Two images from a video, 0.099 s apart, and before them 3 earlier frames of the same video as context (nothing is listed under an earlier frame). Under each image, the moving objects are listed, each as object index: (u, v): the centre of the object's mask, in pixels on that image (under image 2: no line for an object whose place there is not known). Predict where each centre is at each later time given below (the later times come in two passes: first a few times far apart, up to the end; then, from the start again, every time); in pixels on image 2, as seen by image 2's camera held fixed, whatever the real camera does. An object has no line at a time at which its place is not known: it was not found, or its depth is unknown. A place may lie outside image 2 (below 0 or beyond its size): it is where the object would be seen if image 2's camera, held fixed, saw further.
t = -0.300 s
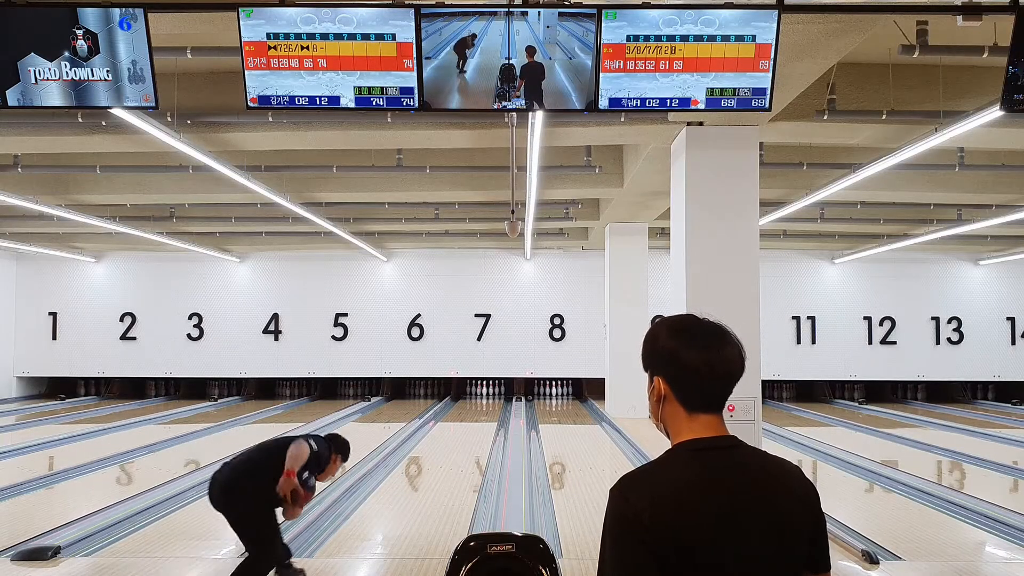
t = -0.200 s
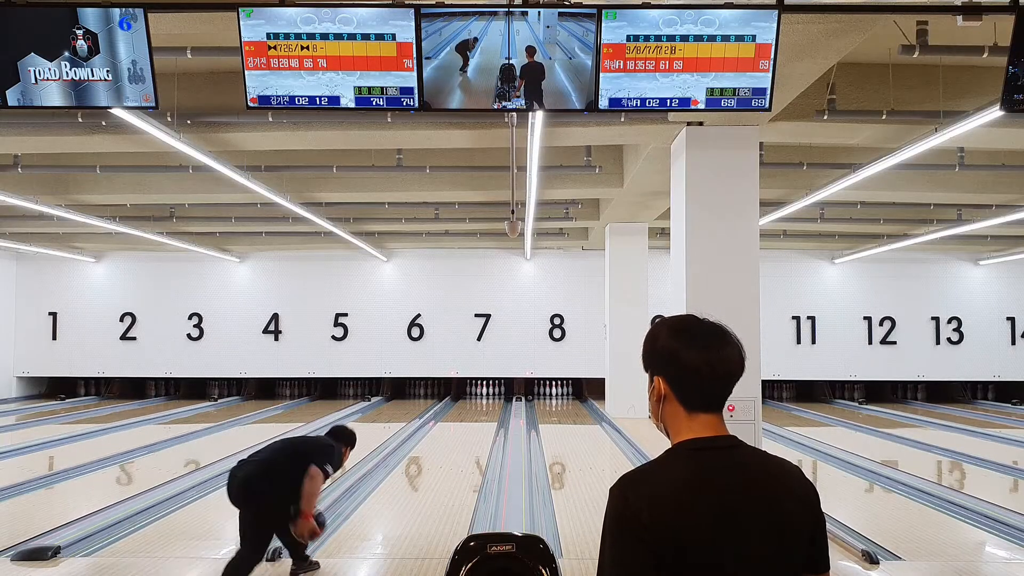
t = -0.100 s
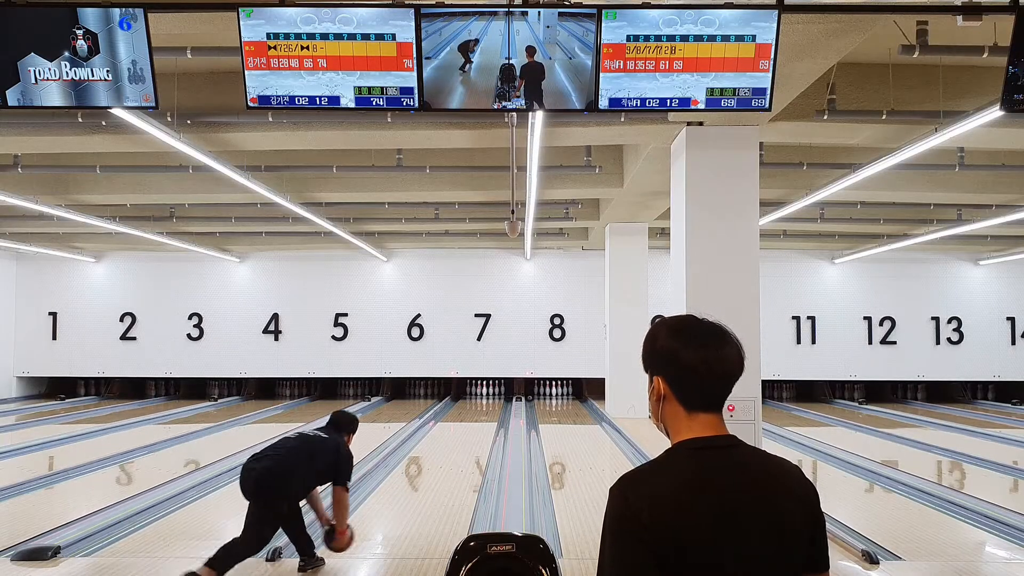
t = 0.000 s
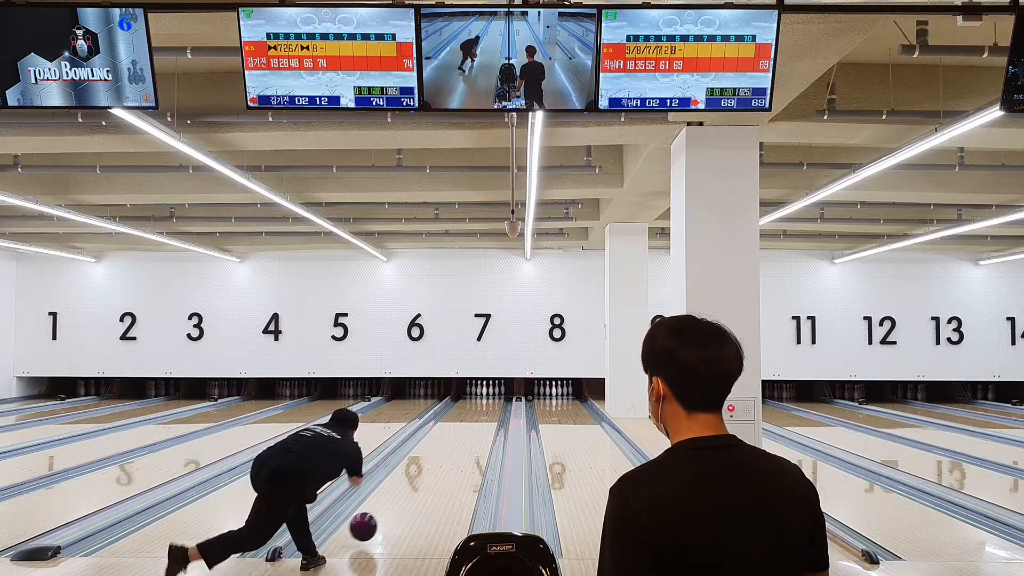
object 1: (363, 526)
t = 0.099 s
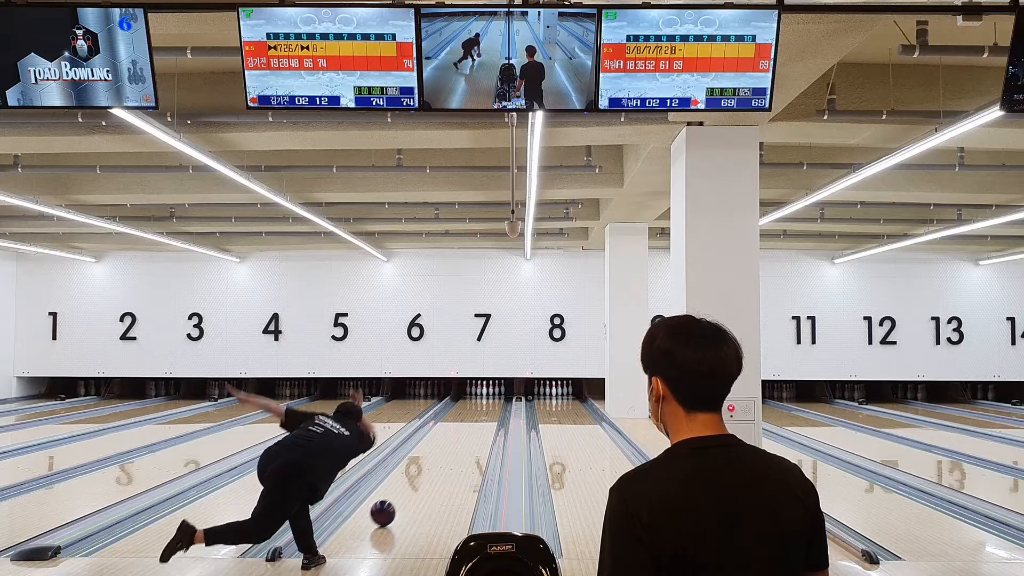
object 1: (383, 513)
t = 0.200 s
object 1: (399, 498)
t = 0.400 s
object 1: (424, 474)
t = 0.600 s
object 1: (442, 457)
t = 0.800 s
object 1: (456, 443)
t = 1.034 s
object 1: (468, 431)
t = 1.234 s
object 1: (476, 422)
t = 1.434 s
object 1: (482, 415)
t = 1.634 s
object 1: (486, 409)
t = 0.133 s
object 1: (389, 507)
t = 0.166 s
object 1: (394, 502)
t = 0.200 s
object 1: (399, 498)
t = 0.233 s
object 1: (404, 493)
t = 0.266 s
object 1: (408, 489)
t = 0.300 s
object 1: (413, 485)
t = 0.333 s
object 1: (417, 481)
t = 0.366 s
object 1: (420, 478)
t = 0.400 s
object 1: (424, 474)
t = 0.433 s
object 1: (428, 471)
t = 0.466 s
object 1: (431, 468)
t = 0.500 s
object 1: (434, 465)
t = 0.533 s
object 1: (437, 462)
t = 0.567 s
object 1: (440, 459)
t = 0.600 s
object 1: (442, 457)
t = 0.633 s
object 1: (445, 454)
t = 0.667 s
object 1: (447, 452)
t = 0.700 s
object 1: (450, 449)
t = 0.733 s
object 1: (452, 447)
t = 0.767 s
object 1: (454, 445)
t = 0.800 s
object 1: (456, 443)
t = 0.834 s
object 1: (458, 441)
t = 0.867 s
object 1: (460, 439)
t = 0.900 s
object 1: (462, 437)
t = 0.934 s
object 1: (463, 435)
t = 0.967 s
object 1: (465, 434)
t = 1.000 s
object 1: (467, 432)
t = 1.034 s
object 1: (468, 431)
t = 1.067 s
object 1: (469, 429)
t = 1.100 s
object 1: (471, 427)
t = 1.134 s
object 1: (472, 426)
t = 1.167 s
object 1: (473, 425)
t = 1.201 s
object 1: (475, 423)
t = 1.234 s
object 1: (476, 422)
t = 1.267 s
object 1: (477, 421)
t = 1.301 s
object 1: (478, 420)
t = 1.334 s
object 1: (479, 419)
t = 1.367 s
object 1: (480, 417)
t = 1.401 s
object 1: (481, 416)
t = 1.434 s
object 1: (482, 415)
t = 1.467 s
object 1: (482, 414)
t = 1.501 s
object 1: (483, 413)
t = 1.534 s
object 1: (484, 412)
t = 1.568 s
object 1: (485, 411)
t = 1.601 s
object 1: (486, 410)
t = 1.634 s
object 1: (486, 409)
